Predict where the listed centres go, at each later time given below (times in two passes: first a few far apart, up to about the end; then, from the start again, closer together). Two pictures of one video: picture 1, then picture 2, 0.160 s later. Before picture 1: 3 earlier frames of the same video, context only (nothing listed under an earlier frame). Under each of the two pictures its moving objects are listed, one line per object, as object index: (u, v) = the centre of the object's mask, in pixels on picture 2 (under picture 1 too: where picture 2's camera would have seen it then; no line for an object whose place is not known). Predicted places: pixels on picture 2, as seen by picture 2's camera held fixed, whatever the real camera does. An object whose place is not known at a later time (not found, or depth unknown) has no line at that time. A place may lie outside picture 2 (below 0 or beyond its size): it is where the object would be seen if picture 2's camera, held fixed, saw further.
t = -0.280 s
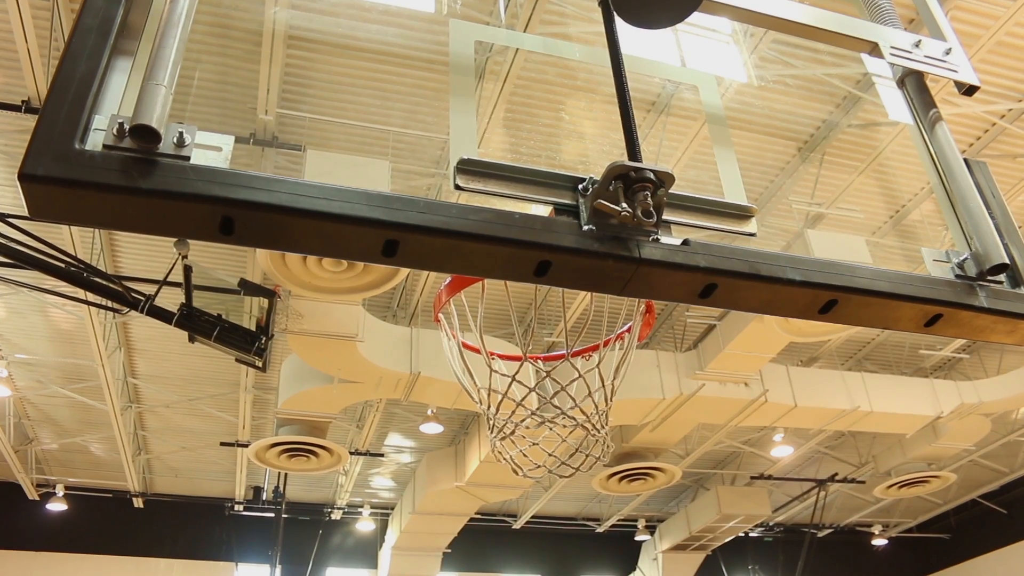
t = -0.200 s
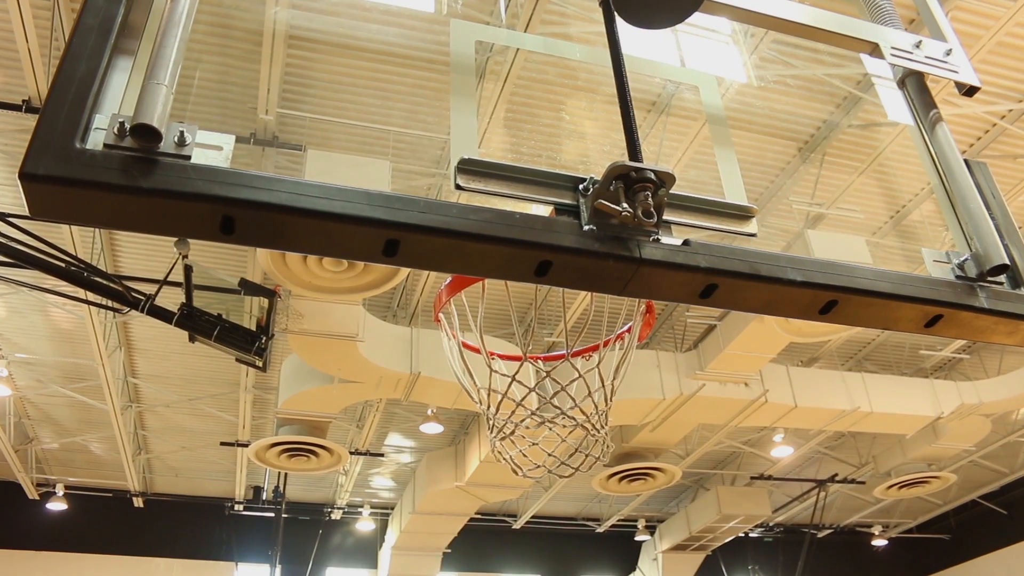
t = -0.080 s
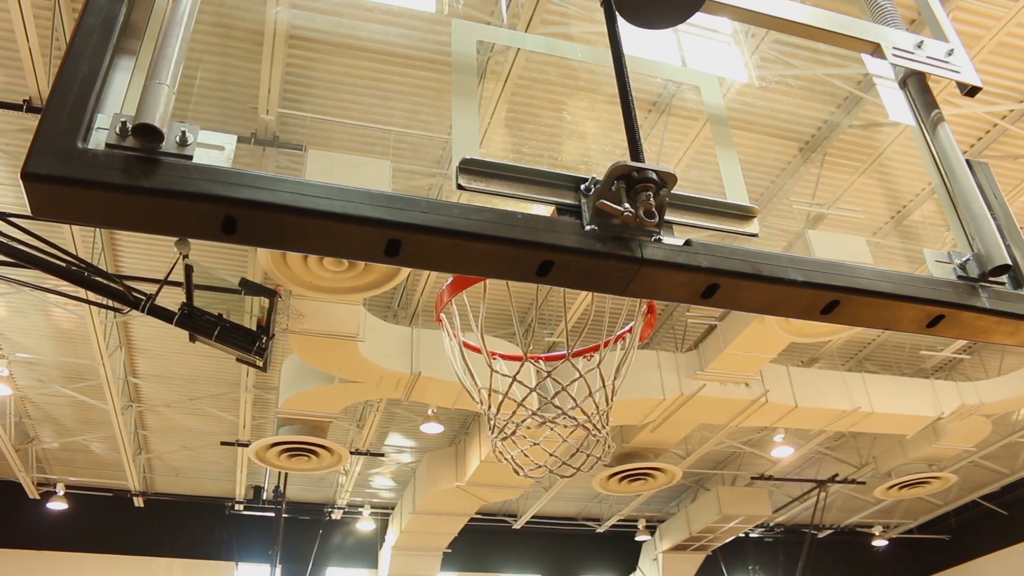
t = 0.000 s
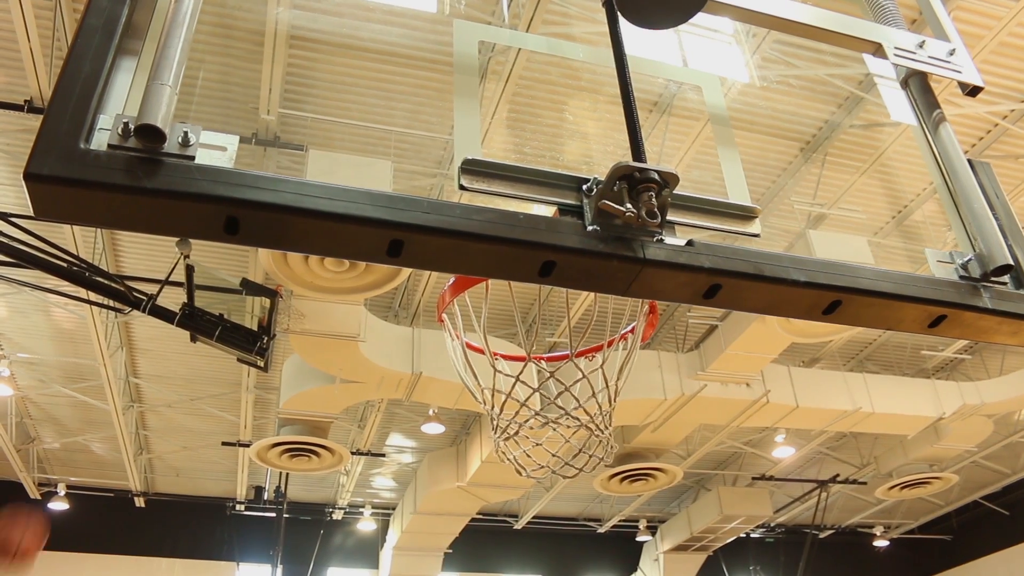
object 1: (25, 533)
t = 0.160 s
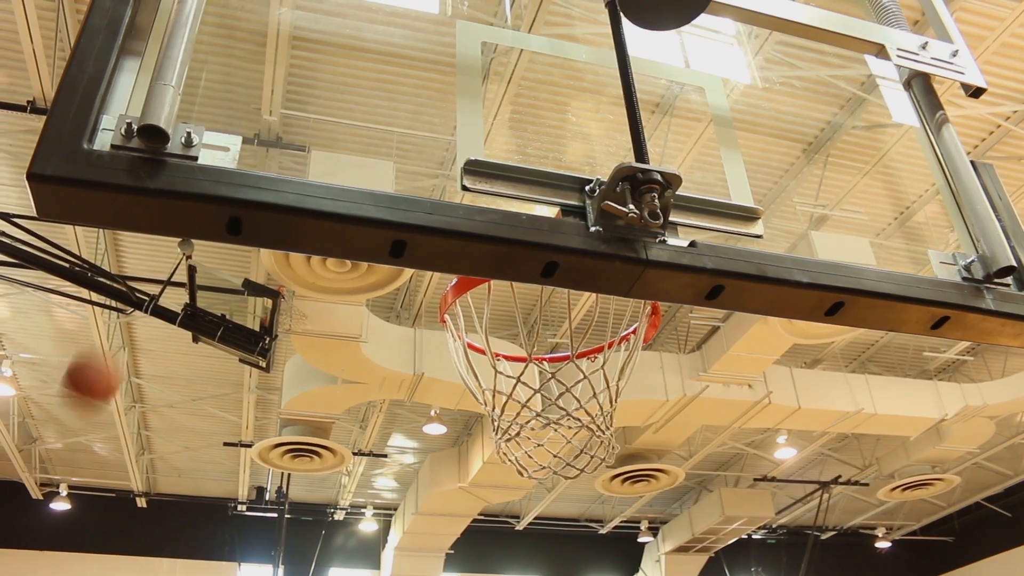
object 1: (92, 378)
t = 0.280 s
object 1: (143, 285)
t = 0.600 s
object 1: (297, 112)
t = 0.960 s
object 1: (513, 312)
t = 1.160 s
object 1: (535, 409)
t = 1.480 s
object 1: (576, 450)
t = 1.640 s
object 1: (581, 575)
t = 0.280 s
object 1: (143, 285)
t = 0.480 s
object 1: (253, 151)
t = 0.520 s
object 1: (260, 140)
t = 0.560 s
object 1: (276, 126)
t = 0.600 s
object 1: (297, 112)
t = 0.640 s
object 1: (320, 100)
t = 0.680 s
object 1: (345, 91)
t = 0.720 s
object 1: (371, 86)
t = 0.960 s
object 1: (513, 312)
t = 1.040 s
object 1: (521, 420)
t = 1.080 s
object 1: (523, 421)
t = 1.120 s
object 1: (527, 414)
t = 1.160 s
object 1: (535, 409)
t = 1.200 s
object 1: (542, 410)
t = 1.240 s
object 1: (551, 415)
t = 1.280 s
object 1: (560, 421)
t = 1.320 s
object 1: (566, 427)
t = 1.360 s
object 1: (571, 431)
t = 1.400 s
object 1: (573, 435)
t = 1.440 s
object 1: (575, 440)
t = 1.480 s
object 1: (576, 450)
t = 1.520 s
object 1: (576, 469)
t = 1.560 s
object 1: (578, 496)
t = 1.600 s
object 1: (578, 529)
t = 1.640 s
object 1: (581, 575)
